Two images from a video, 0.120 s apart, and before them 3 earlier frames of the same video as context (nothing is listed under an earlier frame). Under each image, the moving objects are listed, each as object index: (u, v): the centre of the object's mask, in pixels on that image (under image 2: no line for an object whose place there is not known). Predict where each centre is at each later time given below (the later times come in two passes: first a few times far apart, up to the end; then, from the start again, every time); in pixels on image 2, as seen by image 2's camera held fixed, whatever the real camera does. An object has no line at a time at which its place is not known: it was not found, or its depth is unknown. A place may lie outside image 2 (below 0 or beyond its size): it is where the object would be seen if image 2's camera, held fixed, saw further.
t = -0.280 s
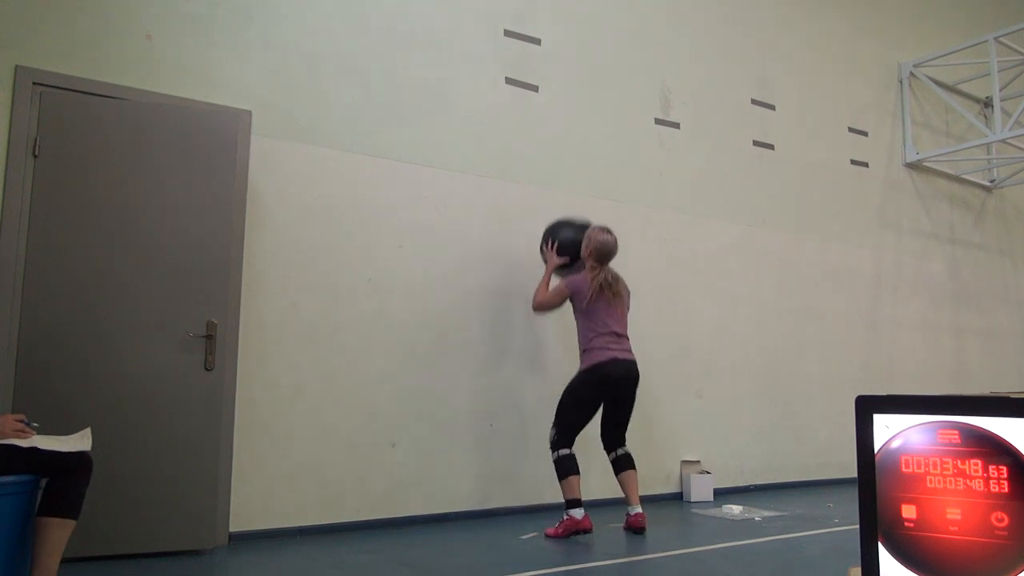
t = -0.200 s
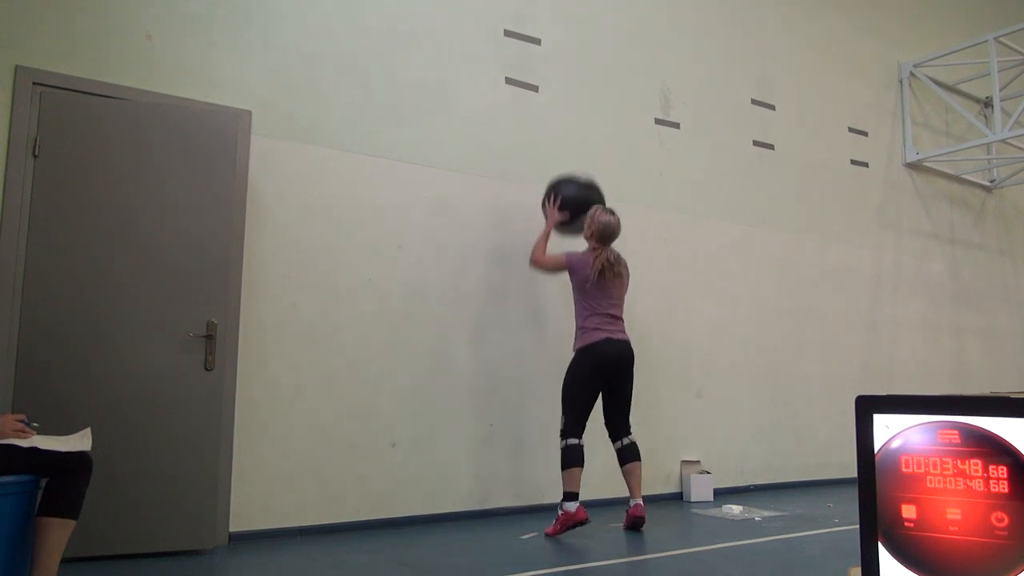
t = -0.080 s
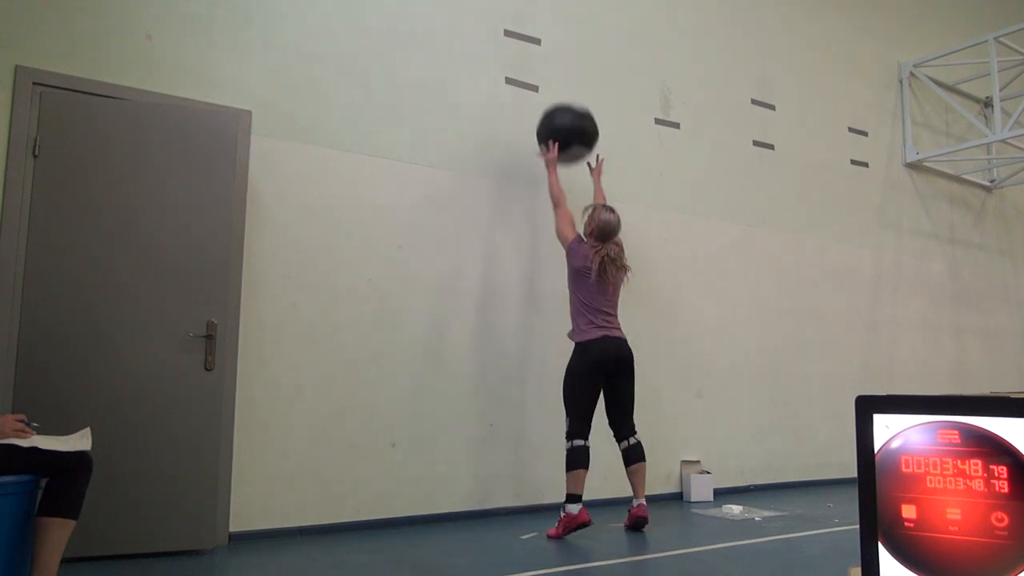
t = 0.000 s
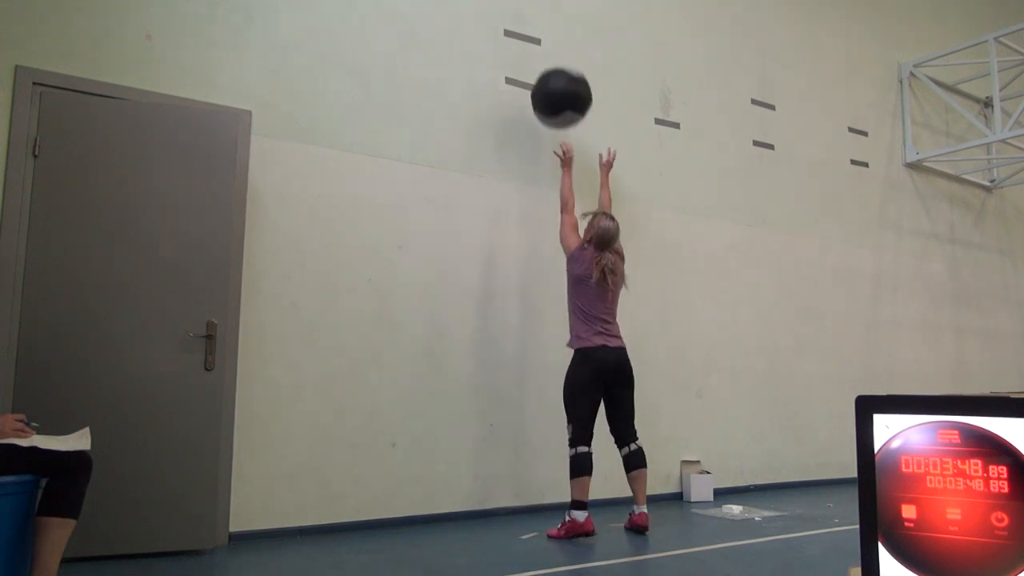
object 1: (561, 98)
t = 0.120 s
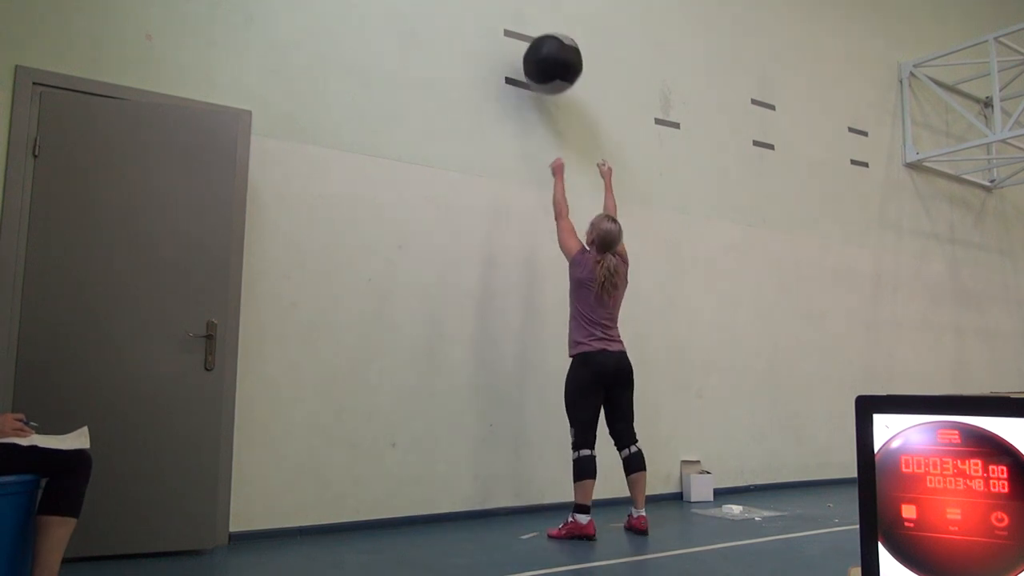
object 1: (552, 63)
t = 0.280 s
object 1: (542, 53)
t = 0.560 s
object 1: (556, 109)
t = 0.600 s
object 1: (558, 127)
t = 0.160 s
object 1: (549, 57)
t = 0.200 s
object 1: (546, 54)
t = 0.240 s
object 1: (544, 52)
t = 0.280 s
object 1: (542, 53)
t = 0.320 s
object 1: (544, 53)
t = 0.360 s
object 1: (546, 56)
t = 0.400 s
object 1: (548, 62)
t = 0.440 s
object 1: (550, 69)
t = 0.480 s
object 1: (552, 80)
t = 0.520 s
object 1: (554, 93)
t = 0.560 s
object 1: (556, 109)
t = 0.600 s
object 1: (558, 127)
